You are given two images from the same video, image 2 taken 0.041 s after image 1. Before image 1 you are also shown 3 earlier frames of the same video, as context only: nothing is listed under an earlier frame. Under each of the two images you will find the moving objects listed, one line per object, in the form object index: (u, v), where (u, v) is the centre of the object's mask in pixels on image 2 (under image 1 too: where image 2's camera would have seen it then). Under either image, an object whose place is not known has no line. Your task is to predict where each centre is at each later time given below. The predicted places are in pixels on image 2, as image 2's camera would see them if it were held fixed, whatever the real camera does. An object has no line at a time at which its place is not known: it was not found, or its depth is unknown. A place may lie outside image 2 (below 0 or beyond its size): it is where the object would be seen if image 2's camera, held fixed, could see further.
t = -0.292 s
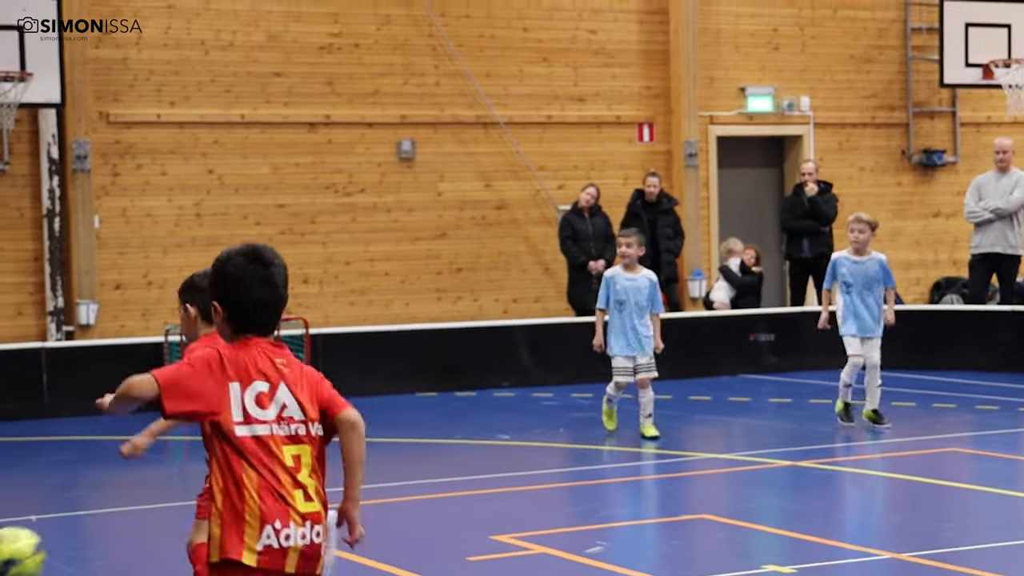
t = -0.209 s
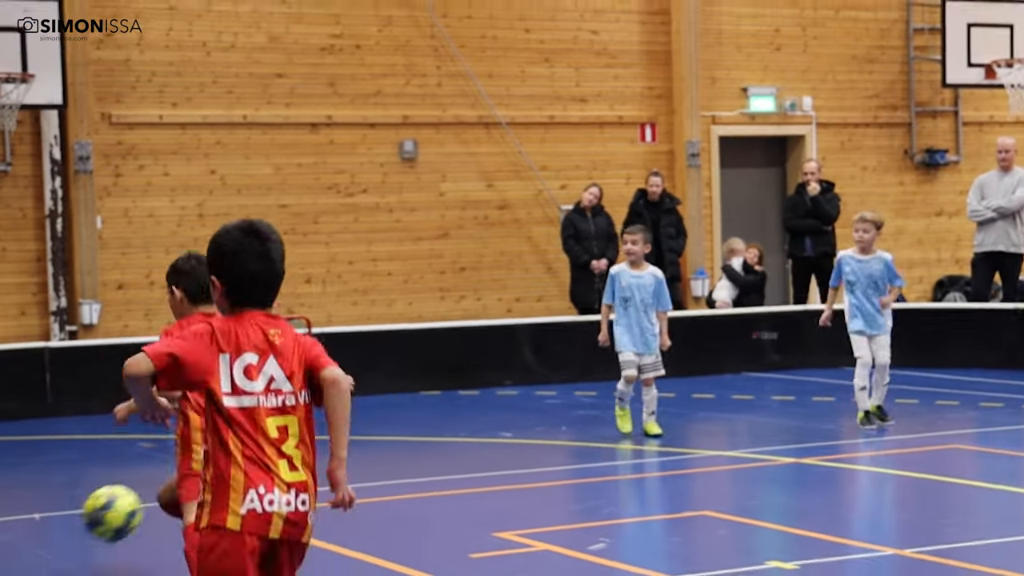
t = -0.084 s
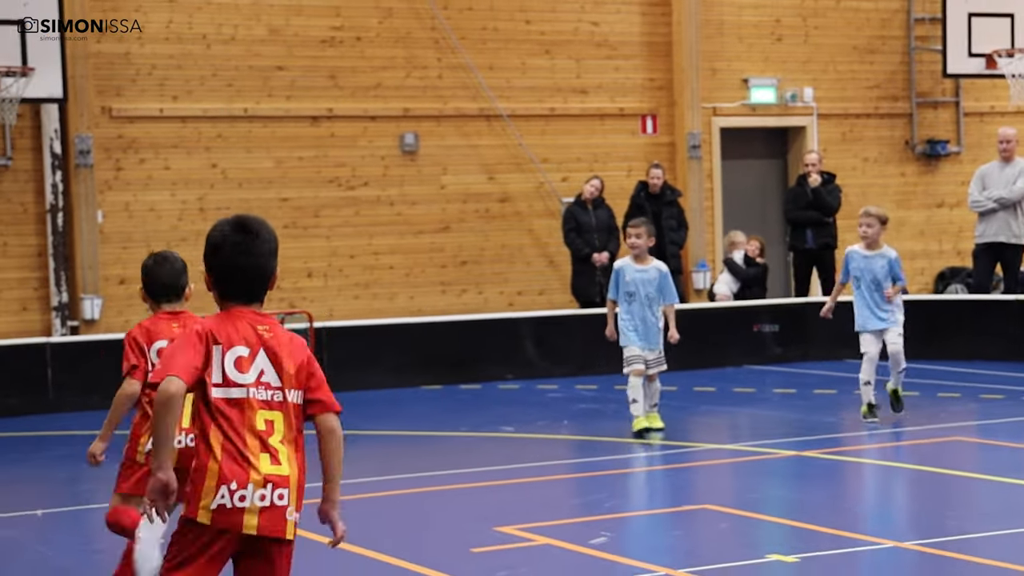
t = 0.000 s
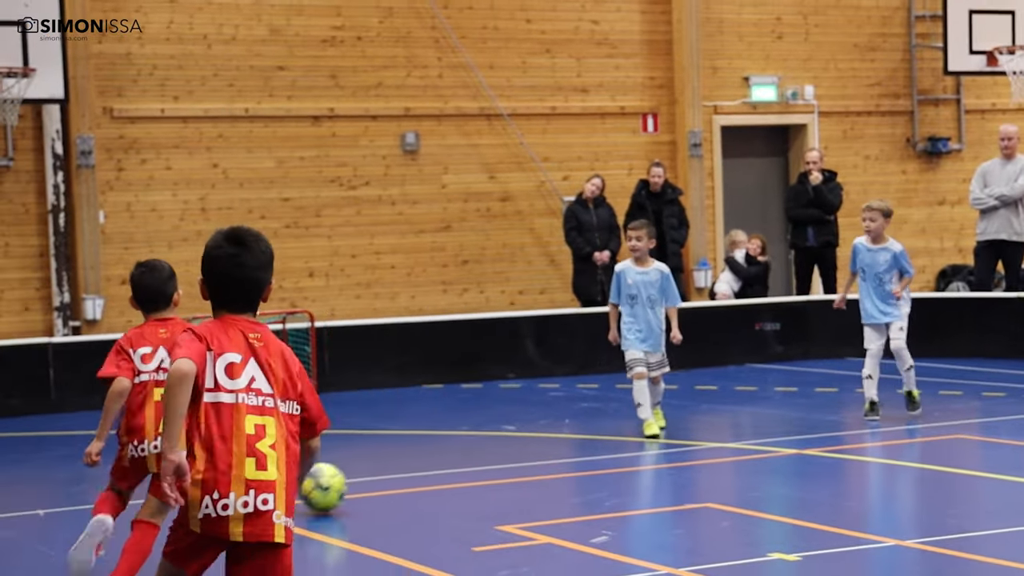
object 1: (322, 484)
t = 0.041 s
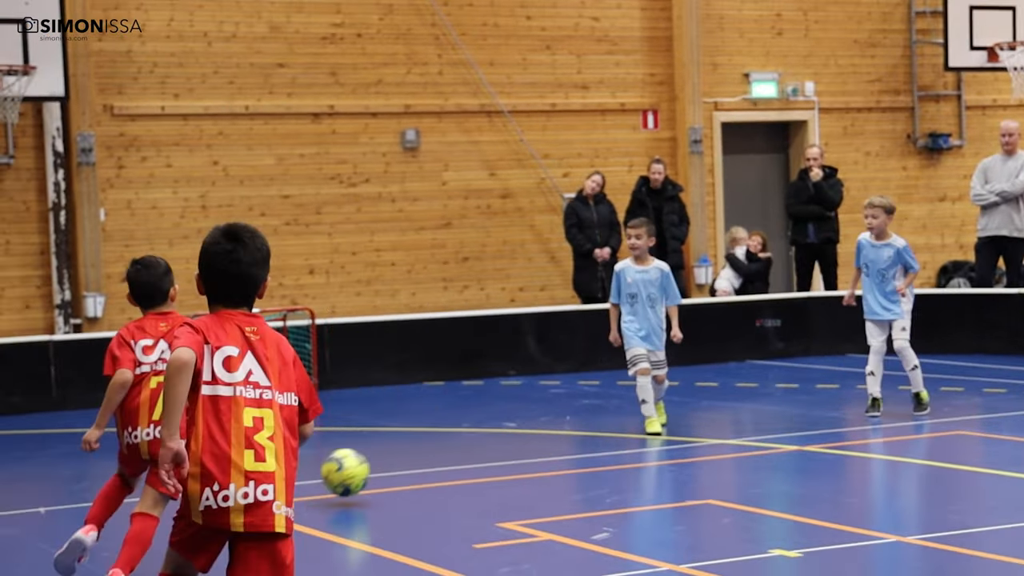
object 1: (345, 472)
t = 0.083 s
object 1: (366, 464)
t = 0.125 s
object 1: (389, 458)
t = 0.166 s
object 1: (406, 459)
